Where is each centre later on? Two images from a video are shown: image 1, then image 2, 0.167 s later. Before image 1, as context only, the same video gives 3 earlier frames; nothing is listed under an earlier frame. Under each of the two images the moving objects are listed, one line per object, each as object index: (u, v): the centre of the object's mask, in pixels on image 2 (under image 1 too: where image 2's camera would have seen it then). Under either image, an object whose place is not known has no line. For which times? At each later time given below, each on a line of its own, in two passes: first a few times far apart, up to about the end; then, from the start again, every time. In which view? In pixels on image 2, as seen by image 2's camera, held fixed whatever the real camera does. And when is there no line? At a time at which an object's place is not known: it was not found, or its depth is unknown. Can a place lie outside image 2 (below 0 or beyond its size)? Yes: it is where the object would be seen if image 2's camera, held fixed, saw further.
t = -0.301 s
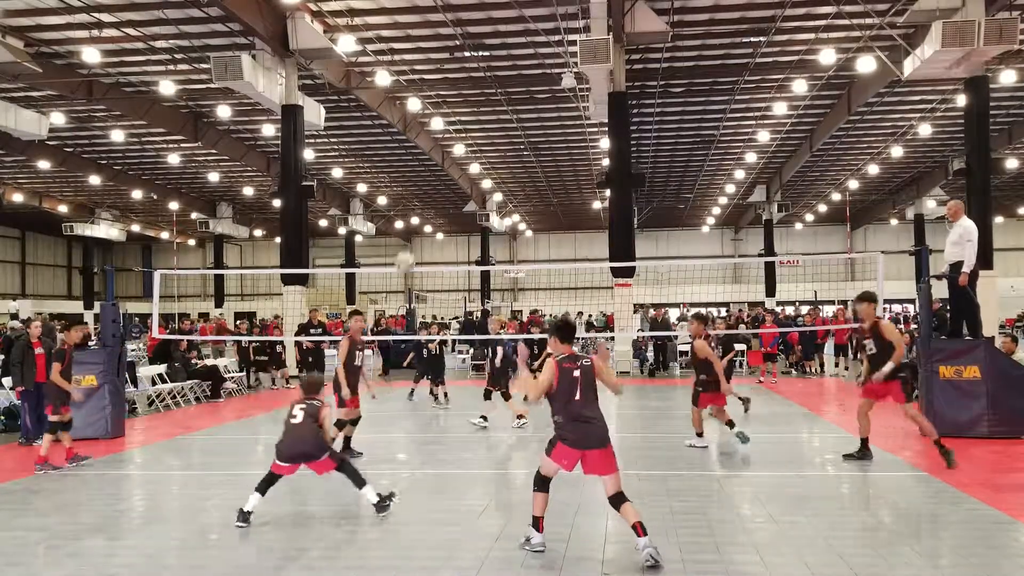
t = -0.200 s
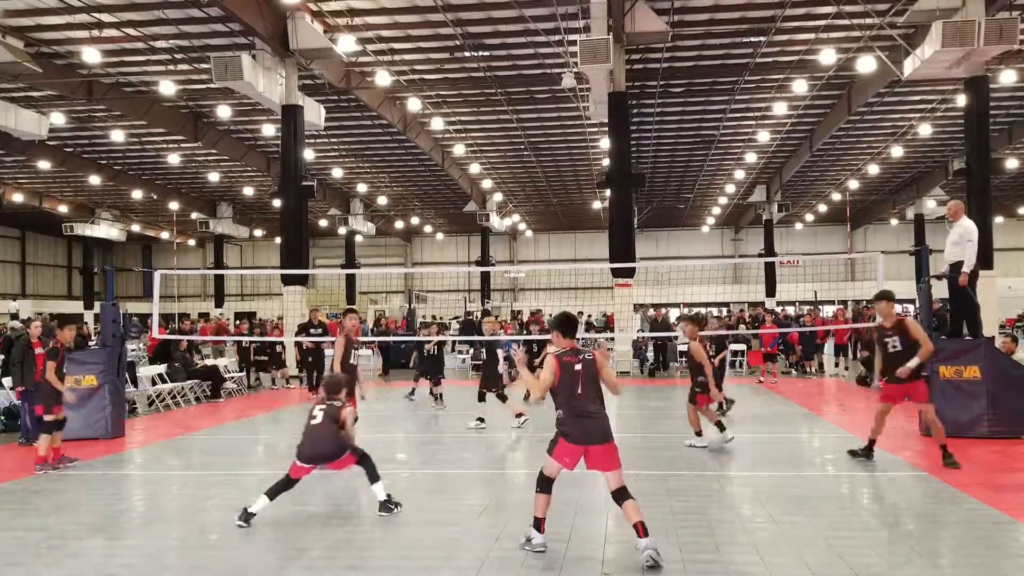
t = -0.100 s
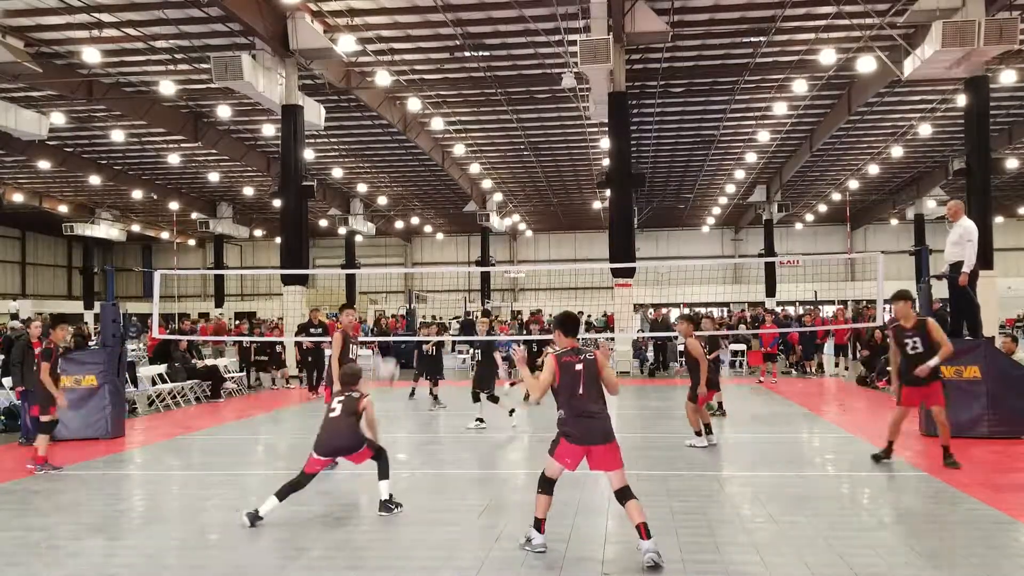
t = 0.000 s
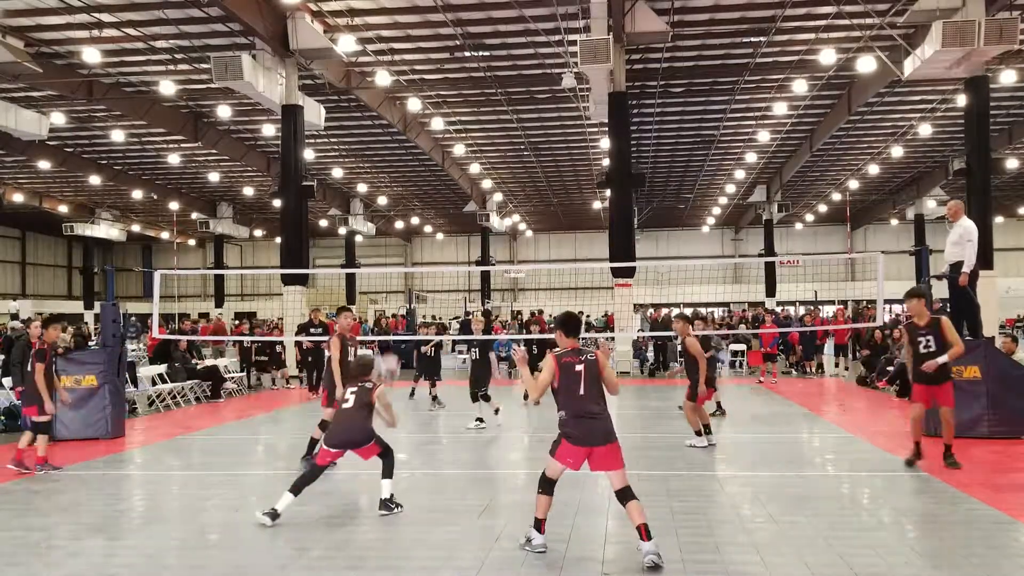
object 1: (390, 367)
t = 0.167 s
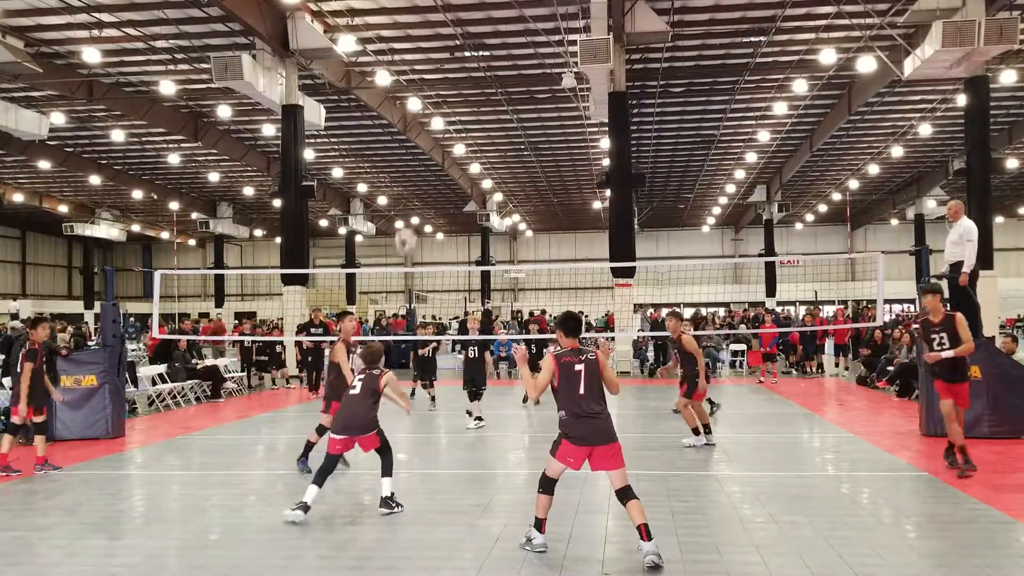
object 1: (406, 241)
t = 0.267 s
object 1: (414, 183)
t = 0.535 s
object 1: (435, 86)
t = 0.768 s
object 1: (451, 62)
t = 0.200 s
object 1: (409, 220)
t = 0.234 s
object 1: (411, 201)
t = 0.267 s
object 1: (414, 183)
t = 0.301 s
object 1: (416, 167)
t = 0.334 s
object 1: (419, 150)
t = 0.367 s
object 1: (422, 136)
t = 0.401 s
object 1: (423, 123)
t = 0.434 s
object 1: (426, 113)
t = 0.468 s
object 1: (431, 102)
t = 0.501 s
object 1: (432, 93)
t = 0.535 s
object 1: (435, 86)
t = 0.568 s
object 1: (437, 79)
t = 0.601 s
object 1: (439, 74)
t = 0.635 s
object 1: (442, 69)
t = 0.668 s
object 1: (444, 65)
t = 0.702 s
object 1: (447, 63)
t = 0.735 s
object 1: (449, 62)
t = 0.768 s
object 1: (451, 62)
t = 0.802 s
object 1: (454, 62)
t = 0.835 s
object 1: (456, 64)
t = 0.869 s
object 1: (459, 67)
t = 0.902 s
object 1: (461, 71)
